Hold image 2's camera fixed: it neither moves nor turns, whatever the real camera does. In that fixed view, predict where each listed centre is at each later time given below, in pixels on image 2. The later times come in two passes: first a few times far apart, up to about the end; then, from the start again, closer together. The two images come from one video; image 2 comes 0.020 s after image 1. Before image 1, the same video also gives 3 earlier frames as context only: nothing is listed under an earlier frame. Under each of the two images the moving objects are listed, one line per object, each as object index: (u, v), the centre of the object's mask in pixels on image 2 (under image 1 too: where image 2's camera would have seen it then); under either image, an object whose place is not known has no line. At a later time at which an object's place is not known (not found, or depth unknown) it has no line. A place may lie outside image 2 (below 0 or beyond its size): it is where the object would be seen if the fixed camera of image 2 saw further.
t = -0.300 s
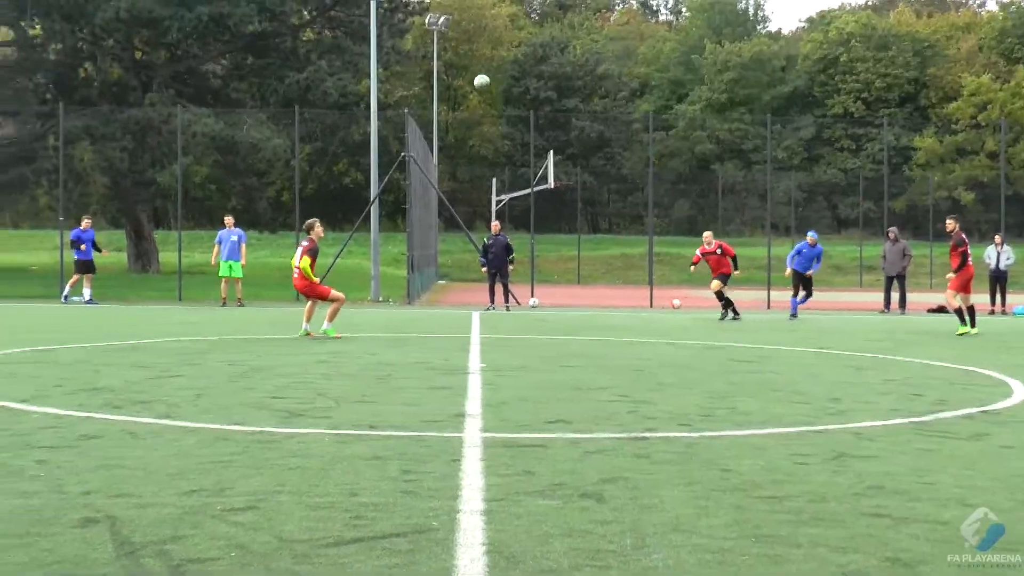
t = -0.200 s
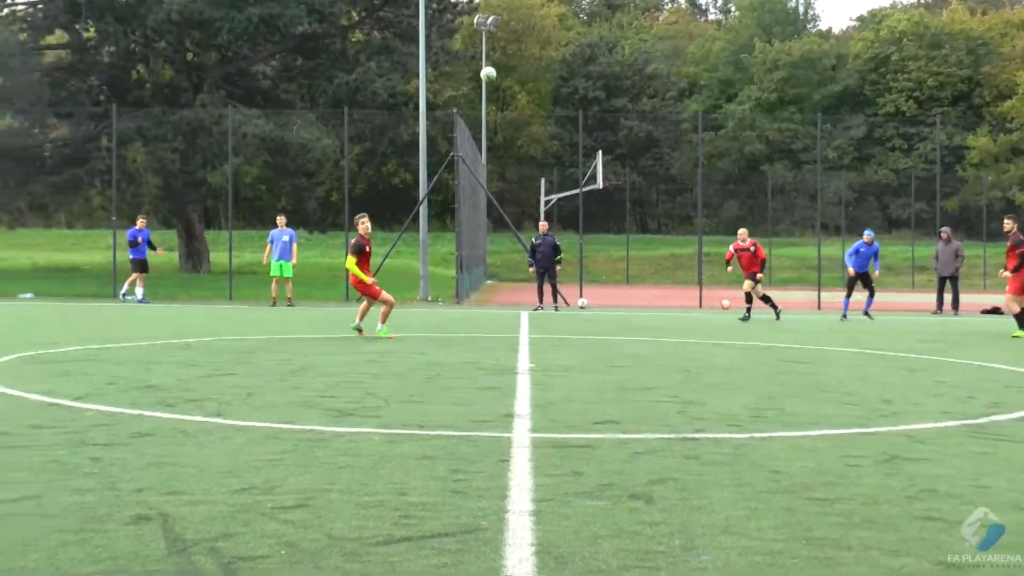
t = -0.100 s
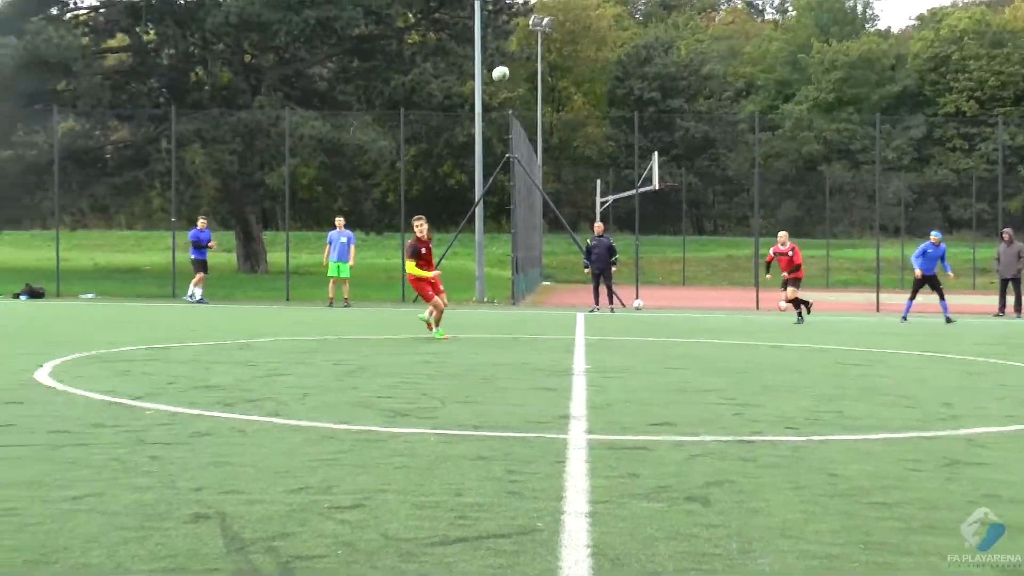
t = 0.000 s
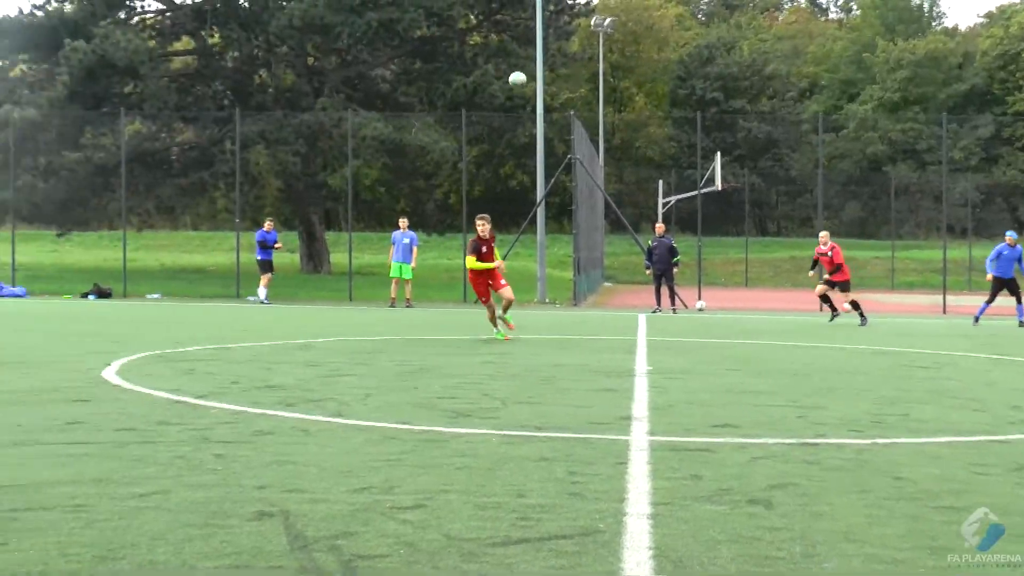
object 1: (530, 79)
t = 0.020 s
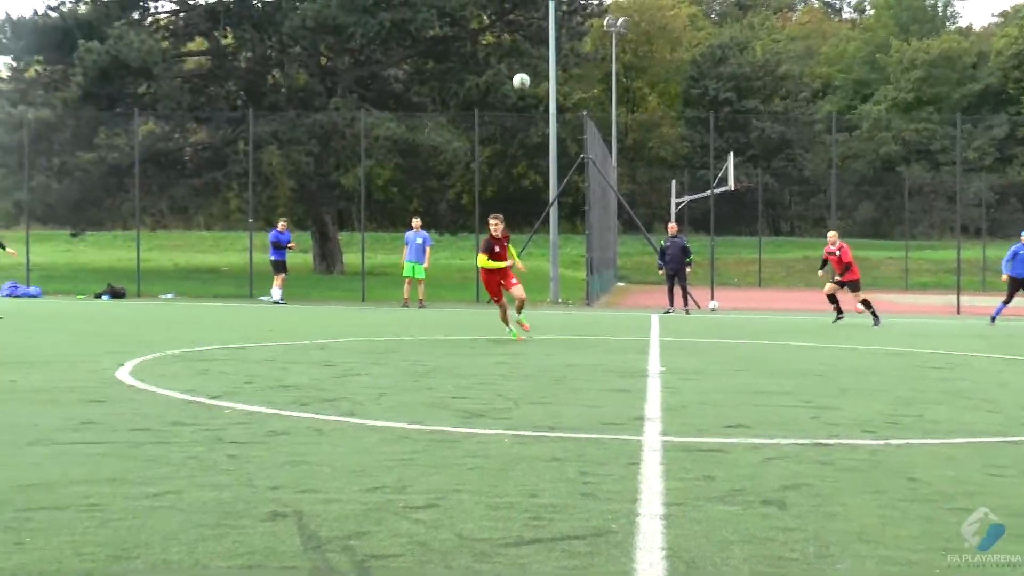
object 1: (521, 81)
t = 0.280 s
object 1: (399, 132)
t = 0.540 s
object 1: (260, 247)
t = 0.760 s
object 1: (157, 326)
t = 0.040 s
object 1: (511, 83)
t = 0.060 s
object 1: (502, 85)
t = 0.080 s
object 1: (494, 88)
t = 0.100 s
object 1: (485, 92)
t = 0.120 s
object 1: (475, 96)
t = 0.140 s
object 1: (466, 98)
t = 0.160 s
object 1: (457, 102)
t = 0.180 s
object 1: (448, 106)
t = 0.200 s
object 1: (438, 110)
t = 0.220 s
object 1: (428, 115)
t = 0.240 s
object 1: (419, 120)
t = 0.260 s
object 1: (409, 125)
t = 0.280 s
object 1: (399, 132)
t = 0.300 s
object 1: (389, 138)
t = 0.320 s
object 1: (379, 145)
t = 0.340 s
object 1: (369, 152)
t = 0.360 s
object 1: (359, 160)
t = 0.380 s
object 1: (348, 168)
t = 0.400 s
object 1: (338, 175)
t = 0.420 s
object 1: (327, 185)
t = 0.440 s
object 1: (317, 194)
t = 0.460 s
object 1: (305, 204)
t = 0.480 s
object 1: (294, 214)
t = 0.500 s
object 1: (283, 224)
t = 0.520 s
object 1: (271, 235)
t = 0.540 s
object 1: (260, 247)
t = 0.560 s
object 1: (247, 260)
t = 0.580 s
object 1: (235, 272)
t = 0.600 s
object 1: (223, 286)
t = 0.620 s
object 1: (211, 300)
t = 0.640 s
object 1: (197, 315)
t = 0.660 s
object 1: (185, 330)
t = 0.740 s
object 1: (158, 336)
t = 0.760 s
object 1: (157, 326)
